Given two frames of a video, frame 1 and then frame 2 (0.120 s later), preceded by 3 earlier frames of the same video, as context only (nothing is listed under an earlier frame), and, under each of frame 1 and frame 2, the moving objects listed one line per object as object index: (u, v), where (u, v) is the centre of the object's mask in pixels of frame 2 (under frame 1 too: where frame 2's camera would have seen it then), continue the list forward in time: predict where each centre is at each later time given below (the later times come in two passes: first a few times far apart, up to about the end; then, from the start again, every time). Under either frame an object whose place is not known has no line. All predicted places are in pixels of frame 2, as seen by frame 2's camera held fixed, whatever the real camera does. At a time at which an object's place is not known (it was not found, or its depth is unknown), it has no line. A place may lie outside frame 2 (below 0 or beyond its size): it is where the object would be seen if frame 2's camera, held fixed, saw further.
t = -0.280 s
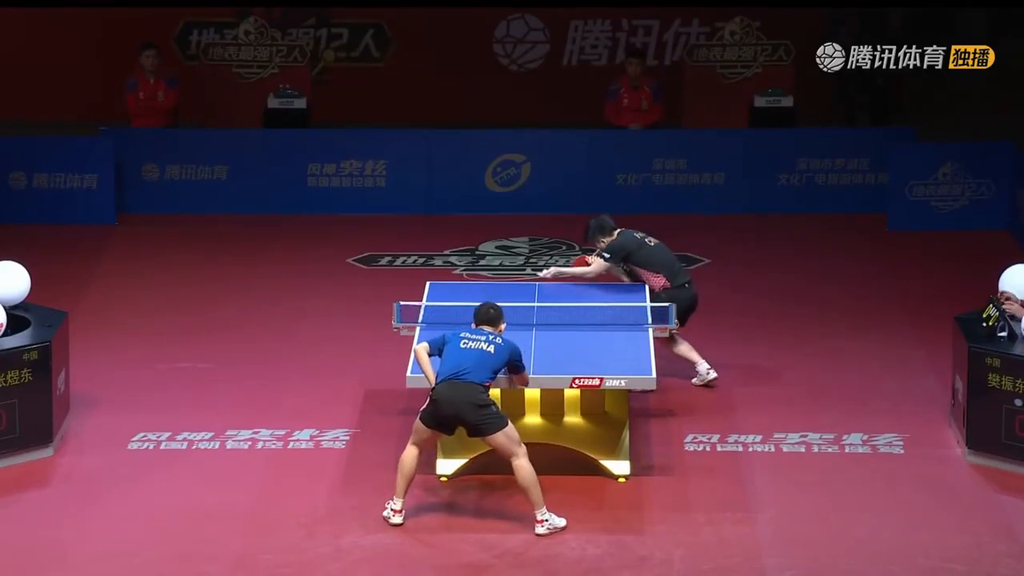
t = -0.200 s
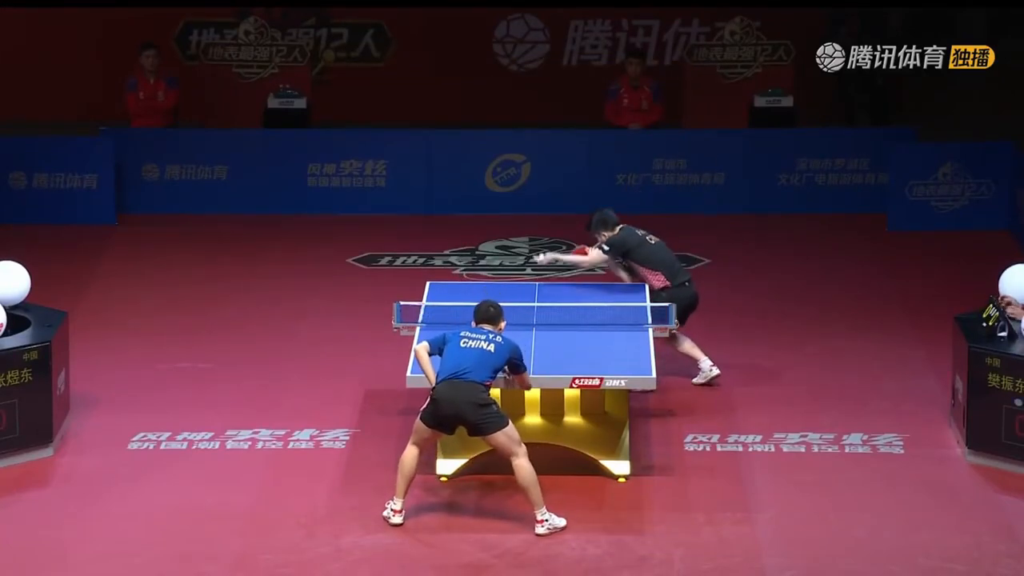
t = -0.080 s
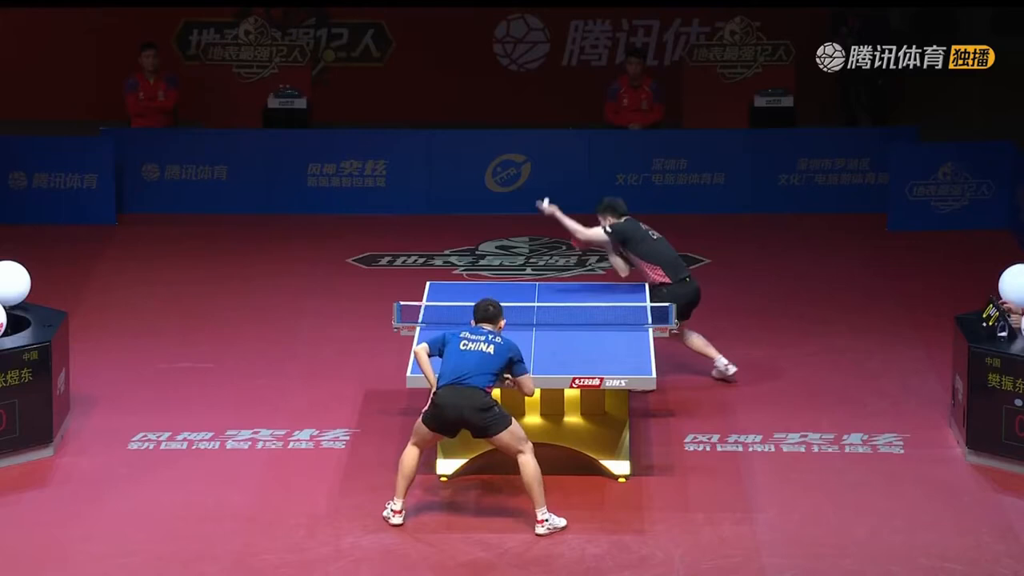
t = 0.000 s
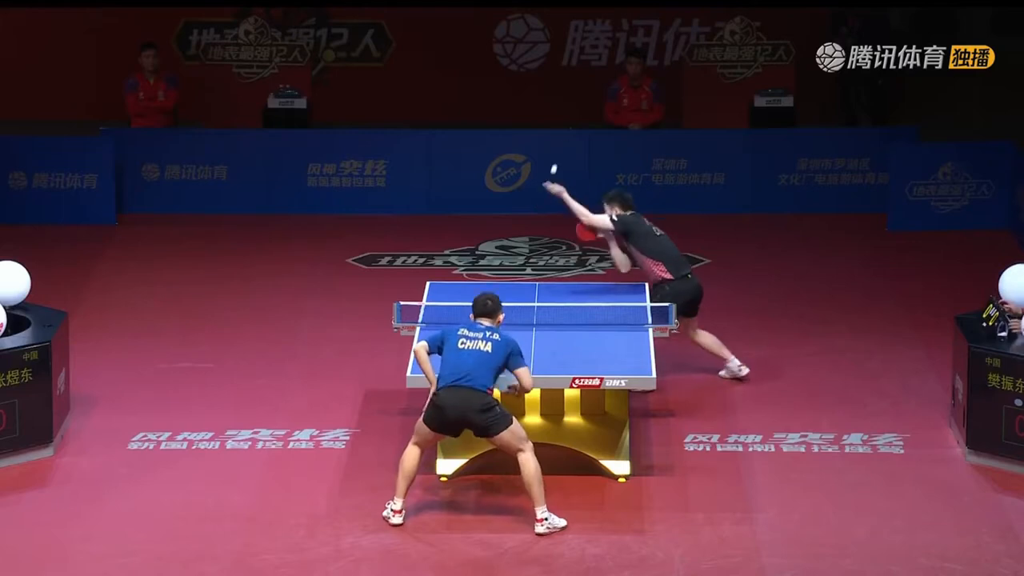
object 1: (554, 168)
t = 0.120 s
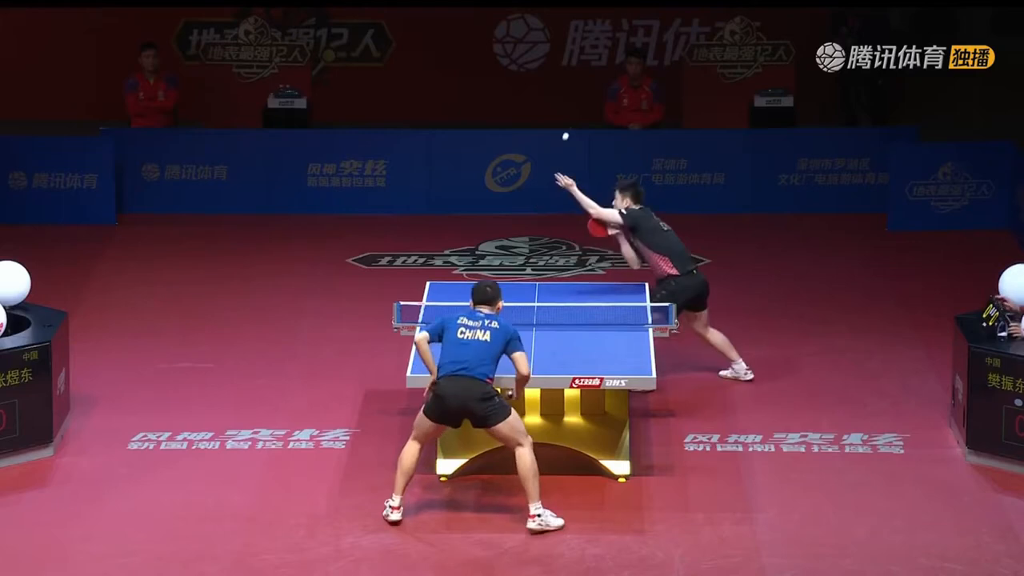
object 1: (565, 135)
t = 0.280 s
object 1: (579, 124)
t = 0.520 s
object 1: (601, 171)
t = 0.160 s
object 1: (569, 129)
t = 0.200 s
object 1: (572, 124)
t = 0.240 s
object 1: (575, 124)
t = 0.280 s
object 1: (579, 124)
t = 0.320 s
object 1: (583, 126)
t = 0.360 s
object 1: (586, 130)
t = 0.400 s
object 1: (591, 137)
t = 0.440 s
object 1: (594, 147)
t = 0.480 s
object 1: (597, 158)
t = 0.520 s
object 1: (601, 171)
